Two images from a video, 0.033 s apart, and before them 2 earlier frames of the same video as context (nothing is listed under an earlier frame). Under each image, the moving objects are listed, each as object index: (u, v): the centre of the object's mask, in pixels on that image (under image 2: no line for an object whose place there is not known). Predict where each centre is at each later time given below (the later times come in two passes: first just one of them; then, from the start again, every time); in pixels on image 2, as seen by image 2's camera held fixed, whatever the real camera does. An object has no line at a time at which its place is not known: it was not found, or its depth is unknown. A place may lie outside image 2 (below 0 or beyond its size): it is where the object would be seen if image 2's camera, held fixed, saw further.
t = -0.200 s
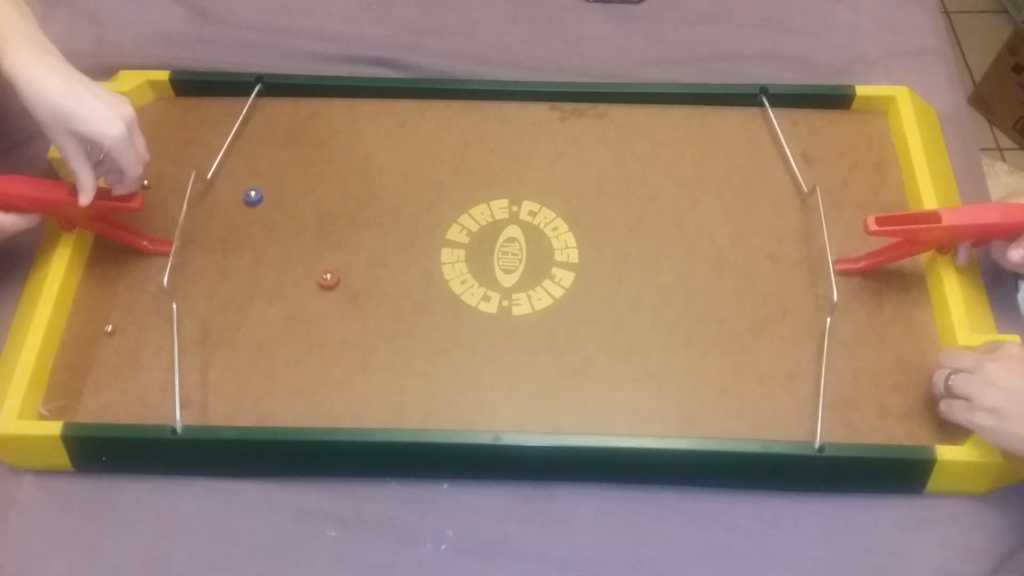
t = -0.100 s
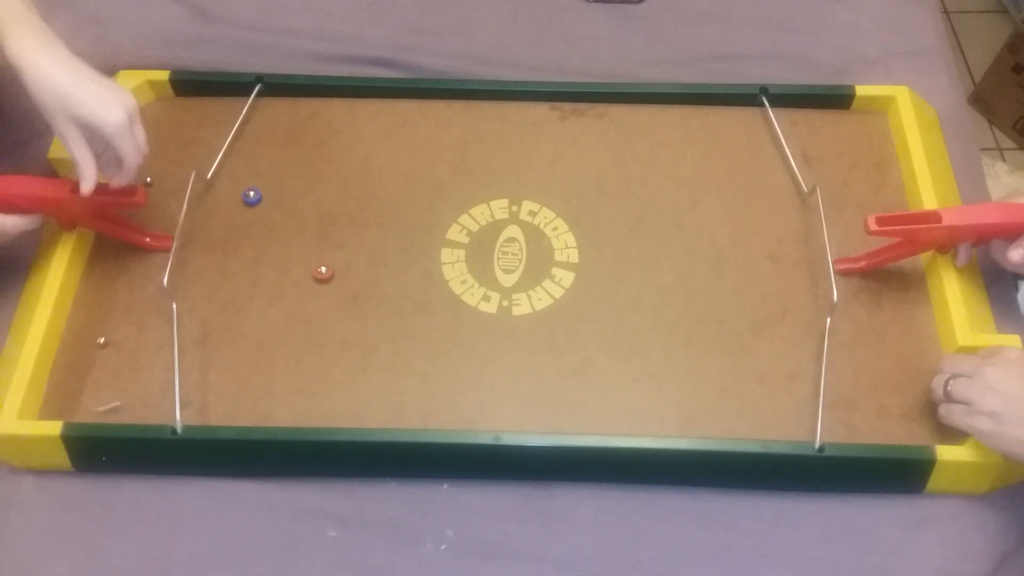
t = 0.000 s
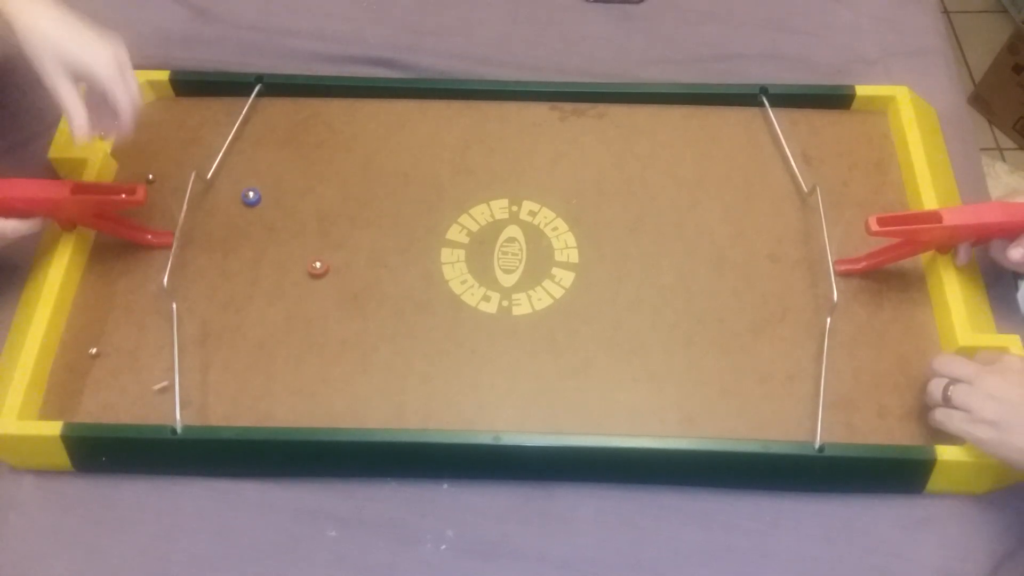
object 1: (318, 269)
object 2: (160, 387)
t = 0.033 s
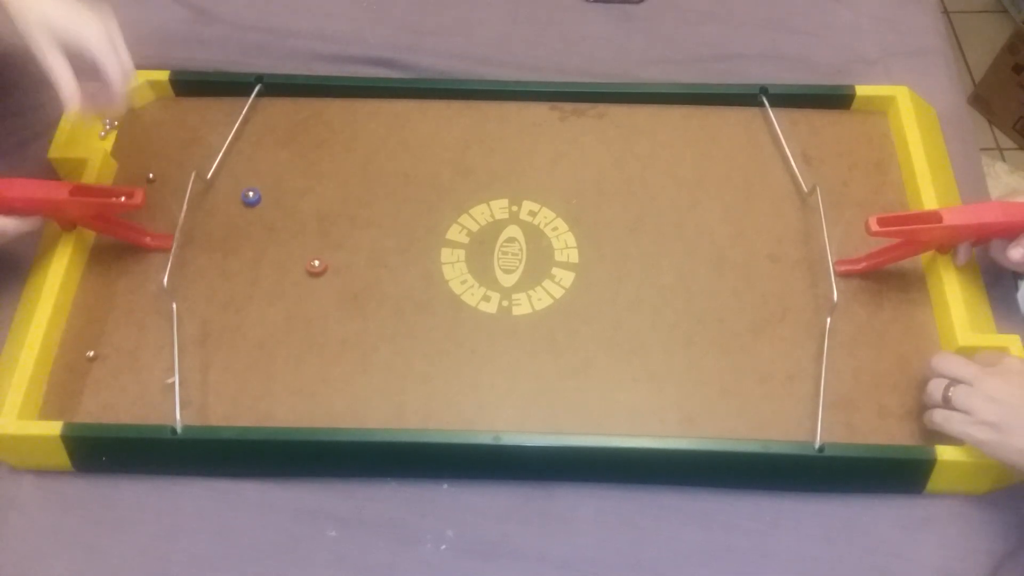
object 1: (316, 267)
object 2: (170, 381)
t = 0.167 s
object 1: (312, 262)
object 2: (212, 357)
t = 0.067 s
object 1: (315, 266)
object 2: (184, 374)
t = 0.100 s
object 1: (314, 265)
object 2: (194, 369)
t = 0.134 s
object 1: (313, 263)
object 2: (203, 364)
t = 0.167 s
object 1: (312, 262)
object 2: (212, 357)
